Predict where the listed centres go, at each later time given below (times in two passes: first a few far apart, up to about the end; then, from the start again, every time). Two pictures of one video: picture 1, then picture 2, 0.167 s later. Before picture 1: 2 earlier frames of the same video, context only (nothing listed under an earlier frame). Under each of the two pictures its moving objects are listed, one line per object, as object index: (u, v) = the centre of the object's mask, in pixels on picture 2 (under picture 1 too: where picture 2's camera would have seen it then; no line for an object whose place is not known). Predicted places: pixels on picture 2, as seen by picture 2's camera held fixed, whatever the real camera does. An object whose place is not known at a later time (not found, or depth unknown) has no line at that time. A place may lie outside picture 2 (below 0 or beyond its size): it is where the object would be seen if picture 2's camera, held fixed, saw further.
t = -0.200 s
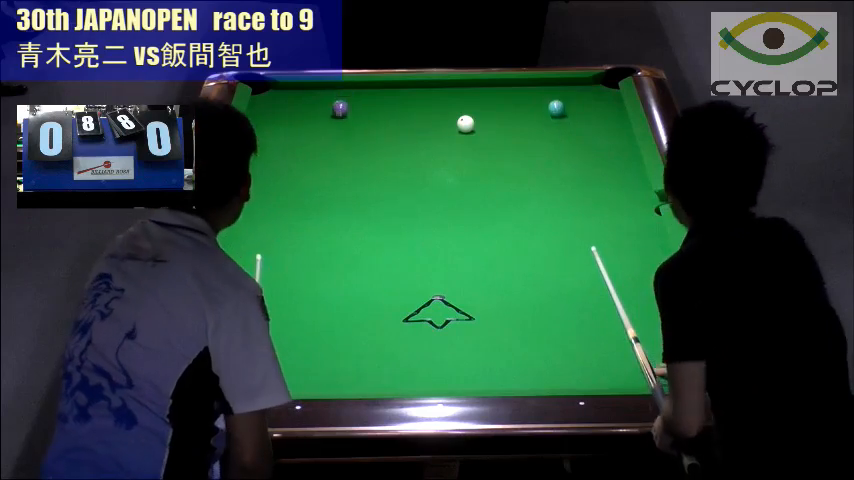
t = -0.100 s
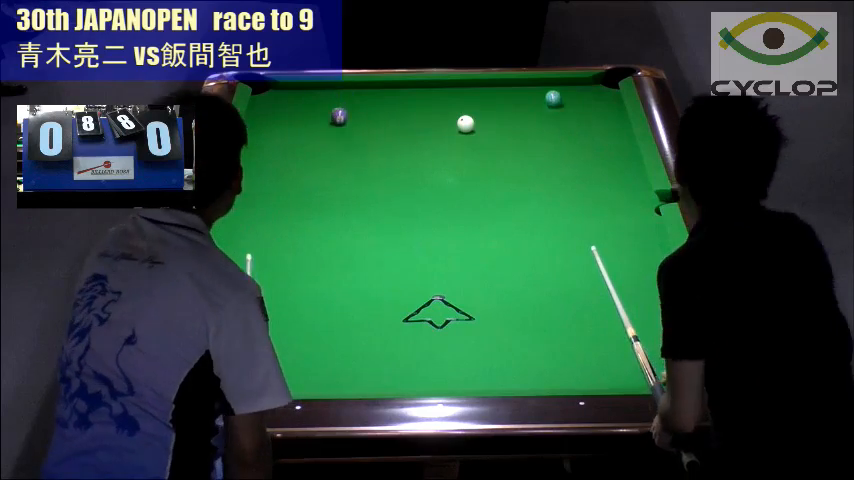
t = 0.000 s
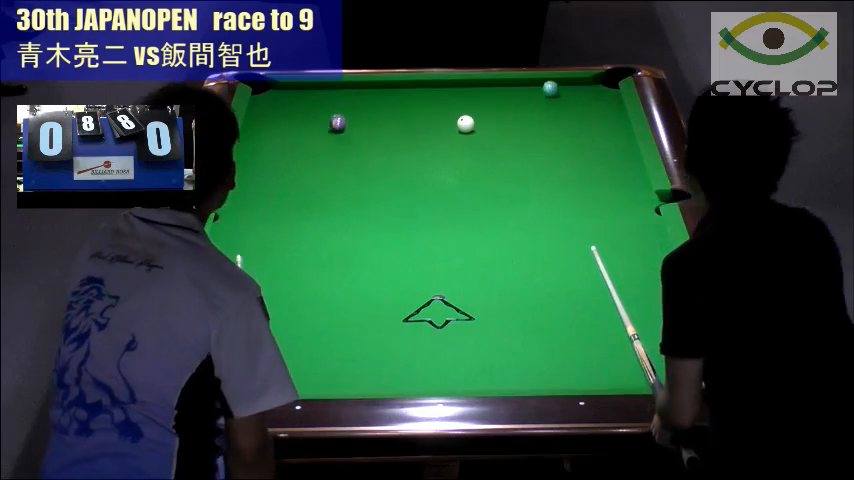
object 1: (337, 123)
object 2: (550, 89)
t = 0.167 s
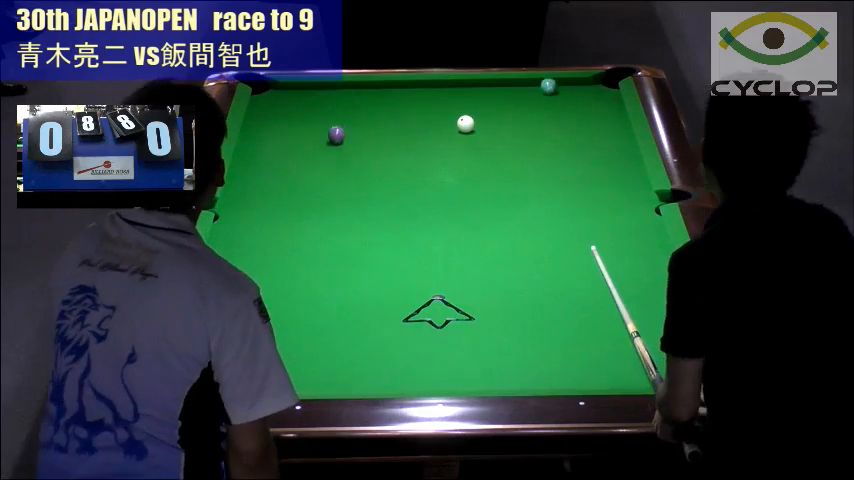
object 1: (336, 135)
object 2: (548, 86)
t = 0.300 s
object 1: (334, 145)
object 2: (549, 94)
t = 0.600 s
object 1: (331, 167)
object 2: (550, 111)
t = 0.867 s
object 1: (328, 188)
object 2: (552, 127)
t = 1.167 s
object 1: (325, 211)
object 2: (553, 145)
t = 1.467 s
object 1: (321, 236)
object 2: (555, 164)
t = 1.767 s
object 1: (317, 260)
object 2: (557, 182)
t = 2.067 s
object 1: (314, 286)
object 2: (560, 200)
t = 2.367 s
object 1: (310, 312)
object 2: (562, 218)
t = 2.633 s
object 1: (307, 336)
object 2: (566, 234)
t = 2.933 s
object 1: (304, 362)
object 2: (569, 252)
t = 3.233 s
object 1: (300, 385)
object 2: (572, 270)
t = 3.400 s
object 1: (301, 381)
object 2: (574, 280)
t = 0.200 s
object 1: (335, 137)
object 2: (549, 88)
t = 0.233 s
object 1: (335, 140)
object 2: (548, 90)
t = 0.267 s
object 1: (335, 142)
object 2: (549, 92)
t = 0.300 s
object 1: (334, 145)
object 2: (549, 94)
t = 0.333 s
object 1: (334, 147)
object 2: (549, 96)
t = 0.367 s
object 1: (334, 150)
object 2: (549, 98)
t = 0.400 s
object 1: (333, 152)
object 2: (549, 100)
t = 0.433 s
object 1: (333, 154)
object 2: (549, 102)
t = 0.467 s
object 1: (333, 157)
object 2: (550, 103)
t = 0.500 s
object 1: (332, 160)
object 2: (550, 105)
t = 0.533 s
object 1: (332, 162)
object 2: (550, 107)
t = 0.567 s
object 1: (332, 164)
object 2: (550, 109)
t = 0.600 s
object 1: (331, 167)
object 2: (550, 111)
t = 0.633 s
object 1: (331, 170)
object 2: (550, 113)
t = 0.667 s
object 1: (330, 172)
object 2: (550, 115)
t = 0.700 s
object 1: (330, 175)
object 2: (551, 117)
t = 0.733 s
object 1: (329, 177)
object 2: (551, 119)
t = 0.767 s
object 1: (329, 180)
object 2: (551, 121)
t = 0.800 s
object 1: (329, 182)
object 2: (551, 123)
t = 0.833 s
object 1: (328, 185)
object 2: (551, 125)
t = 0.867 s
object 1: (328, 188)
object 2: (552, 127)
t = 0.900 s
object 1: (327, 190)
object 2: (552, 129)
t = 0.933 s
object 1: (327, 192)
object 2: (552, 131)
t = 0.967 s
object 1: (327, 196)
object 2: (552, 133)
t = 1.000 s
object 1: (327, 198)
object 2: (552, 135)
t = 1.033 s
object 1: (326, 201)
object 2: (552, 137)
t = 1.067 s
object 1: (326, 203)
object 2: (552, 139)
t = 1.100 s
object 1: (325, 206)
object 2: (553, 141)
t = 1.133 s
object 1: (325, 209)
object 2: (553, 143)
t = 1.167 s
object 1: (325, 211)
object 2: (553, 145)
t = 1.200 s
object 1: (324, 213)
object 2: (553, 147)
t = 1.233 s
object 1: (324, 216)
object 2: (553, 149)
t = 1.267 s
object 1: (323, 219)
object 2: (553, 151)
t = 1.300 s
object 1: (323, 222)
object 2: (554, 153)
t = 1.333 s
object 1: (322, 225)
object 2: (554, 155)
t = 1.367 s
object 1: (322, 227)
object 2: (554, 157)
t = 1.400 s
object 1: (322, 230)
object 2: (555, 159)
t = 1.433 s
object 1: (321, 233)
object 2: (555, 162)
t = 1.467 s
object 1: (321, 236)
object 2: (555, 164)
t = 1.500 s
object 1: (320, 238)
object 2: (555, 165)
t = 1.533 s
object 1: (320, 242)
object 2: (555, 168)
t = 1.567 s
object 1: (320, 244)
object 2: (556, 170)
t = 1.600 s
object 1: (319, 247)
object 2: (556, 171)
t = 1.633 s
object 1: (319, 249)
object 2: (556, 174)
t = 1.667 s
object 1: (318, 252)
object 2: (556, 176)
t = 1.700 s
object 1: (318, 255)
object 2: (557, 178)
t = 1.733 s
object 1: (318, 258)
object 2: (557, 180)
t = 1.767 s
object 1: (317, 260)
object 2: (557, 182)
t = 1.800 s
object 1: (317, 263)
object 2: (557, 184)
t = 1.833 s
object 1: (316, 266)
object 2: (558, 186)
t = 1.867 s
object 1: (316, 269)
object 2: (558, 188)
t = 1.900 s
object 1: (316, 272)
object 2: (558, 190)
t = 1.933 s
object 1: (315, 274)
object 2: (558, 192)
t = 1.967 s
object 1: (315, 277)
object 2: (558, 194)
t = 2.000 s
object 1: (314, 280)
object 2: (559, 196)
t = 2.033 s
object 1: (314, 283)
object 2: (559, 198)
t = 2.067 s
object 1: (314, 286)
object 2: (560, 200)
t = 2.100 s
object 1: (313, 289)
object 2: (560, 202)
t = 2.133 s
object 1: (313, 292)
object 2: (560, 204)
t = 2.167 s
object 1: (312, 295)
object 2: (560, 206)
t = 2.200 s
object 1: (312, 297)
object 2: (561, 208)
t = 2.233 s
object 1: (312, 300)
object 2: (561, 210)
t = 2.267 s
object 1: (311, 303)
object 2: (562, 213)
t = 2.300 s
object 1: (311, 306)
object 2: (562, 214)
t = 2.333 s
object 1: (310, 309)
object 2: (562, 216)
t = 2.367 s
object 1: (310, 312)
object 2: (562, 218)
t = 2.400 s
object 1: (310, 315)
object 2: (563, 221)
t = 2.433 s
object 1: (309, 318)
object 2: (564, 223)
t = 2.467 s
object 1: (309, 321)
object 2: (564, 225)
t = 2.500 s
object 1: (308, 324)
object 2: (564, 226)
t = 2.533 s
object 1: (308, 327)
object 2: (564, 228)
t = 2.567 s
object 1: (308, 330)
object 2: (565, 230)
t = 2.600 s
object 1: (307, 333)
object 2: (565, 232)
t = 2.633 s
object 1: (307, 336)
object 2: (566, 234)
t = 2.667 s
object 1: (307, 339)
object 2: (566, 236)
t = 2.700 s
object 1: (306, 342)
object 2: (566, 238)
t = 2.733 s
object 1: (306, 345)
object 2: (566, 240)
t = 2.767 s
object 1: (305, 348)
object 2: (567, 242)
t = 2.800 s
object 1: (305, 351)
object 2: (567, 245)
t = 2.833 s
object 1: (305, 354)
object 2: (568, 246)
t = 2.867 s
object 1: (305, 356)
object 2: (568, 248)
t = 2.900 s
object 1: (304, 360)
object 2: (568, 250)
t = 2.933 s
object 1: (304, 362)
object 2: (569, 252)
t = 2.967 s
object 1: (303, 366)
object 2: (569, 254)
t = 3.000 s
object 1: (303, 368)
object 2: (570, 256)
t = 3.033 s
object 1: (302, 371)
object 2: (570, 258)
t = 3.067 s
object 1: (302, 374)
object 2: (570, 260)
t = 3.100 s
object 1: (301, 377)
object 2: (570, 262)
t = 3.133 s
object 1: (301, 380)
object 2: (571, 264)
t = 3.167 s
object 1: (301, 381)
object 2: (571, 266)
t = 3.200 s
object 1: (300, 383)
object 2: (572, 268)
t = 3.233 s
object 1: (300, 385)
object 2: (572, 270)
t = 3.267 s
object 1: (300, 385)
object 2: (572, 271)
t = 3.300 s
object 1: (300, 384)
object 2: (573, 273)
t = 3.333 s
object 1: (300, 383)
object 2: (573, 275)
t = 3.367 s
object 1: (301, 382)
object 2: (573, 277)
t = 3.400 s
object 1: (301, 381)
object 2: (574, 280)
